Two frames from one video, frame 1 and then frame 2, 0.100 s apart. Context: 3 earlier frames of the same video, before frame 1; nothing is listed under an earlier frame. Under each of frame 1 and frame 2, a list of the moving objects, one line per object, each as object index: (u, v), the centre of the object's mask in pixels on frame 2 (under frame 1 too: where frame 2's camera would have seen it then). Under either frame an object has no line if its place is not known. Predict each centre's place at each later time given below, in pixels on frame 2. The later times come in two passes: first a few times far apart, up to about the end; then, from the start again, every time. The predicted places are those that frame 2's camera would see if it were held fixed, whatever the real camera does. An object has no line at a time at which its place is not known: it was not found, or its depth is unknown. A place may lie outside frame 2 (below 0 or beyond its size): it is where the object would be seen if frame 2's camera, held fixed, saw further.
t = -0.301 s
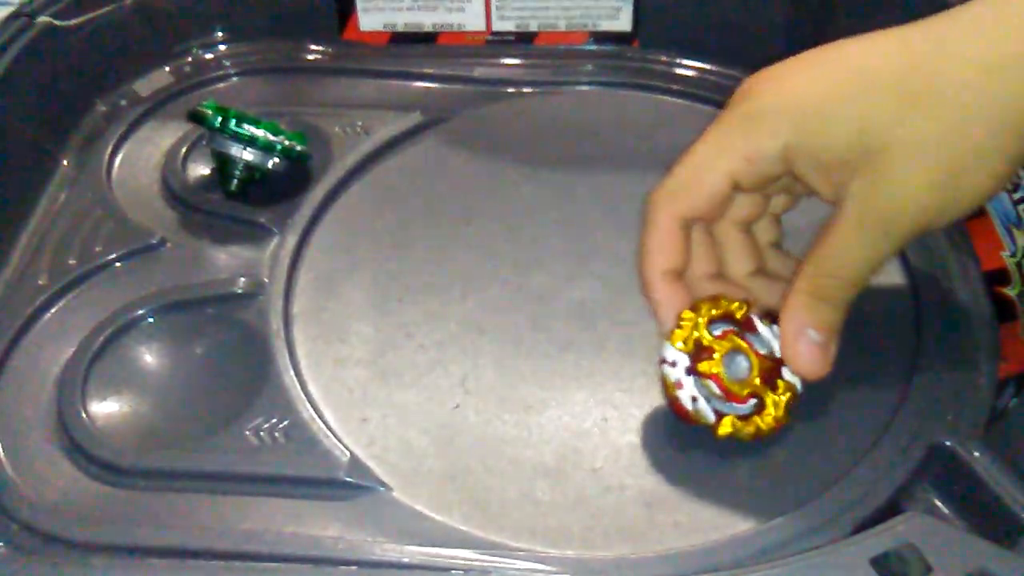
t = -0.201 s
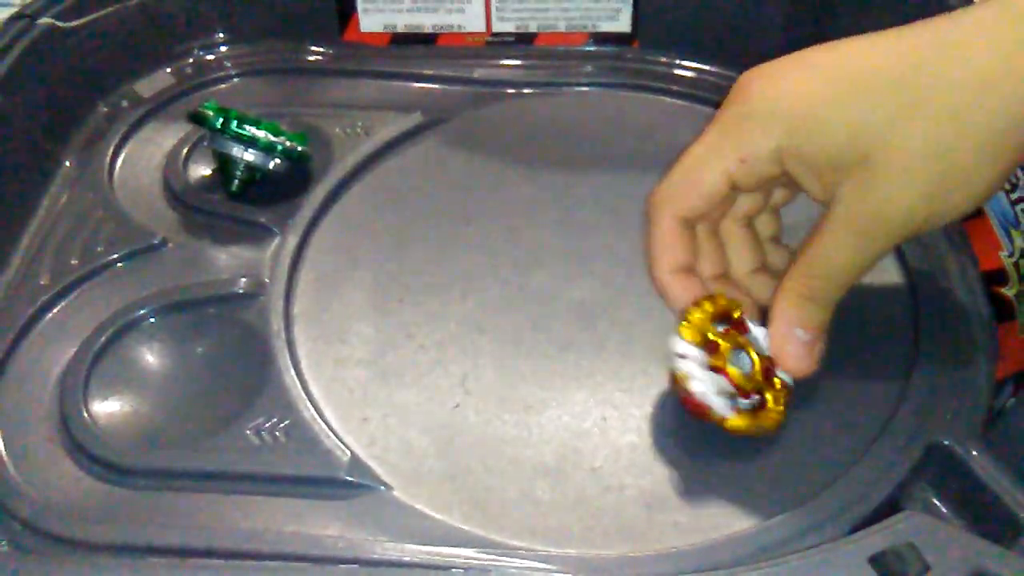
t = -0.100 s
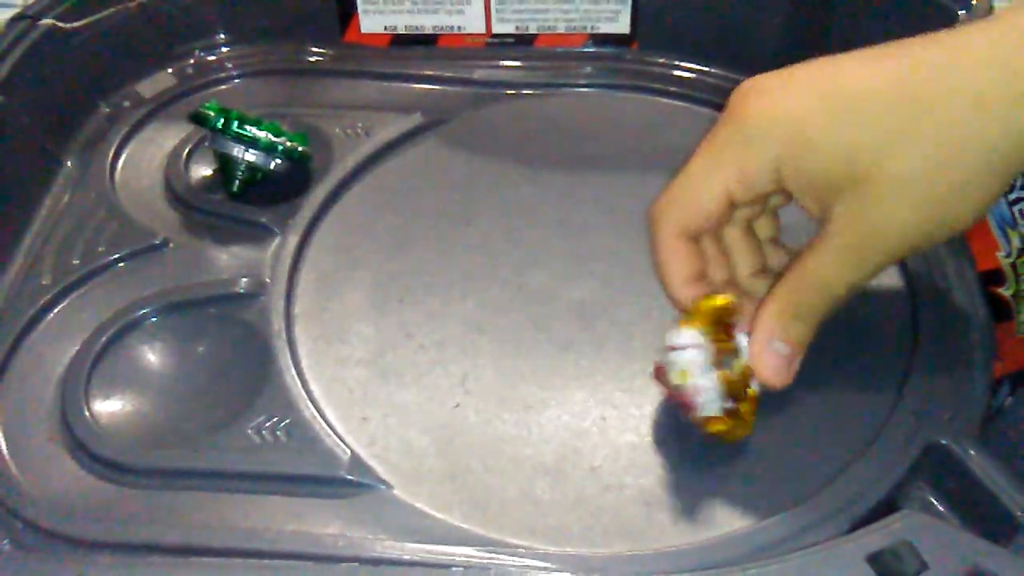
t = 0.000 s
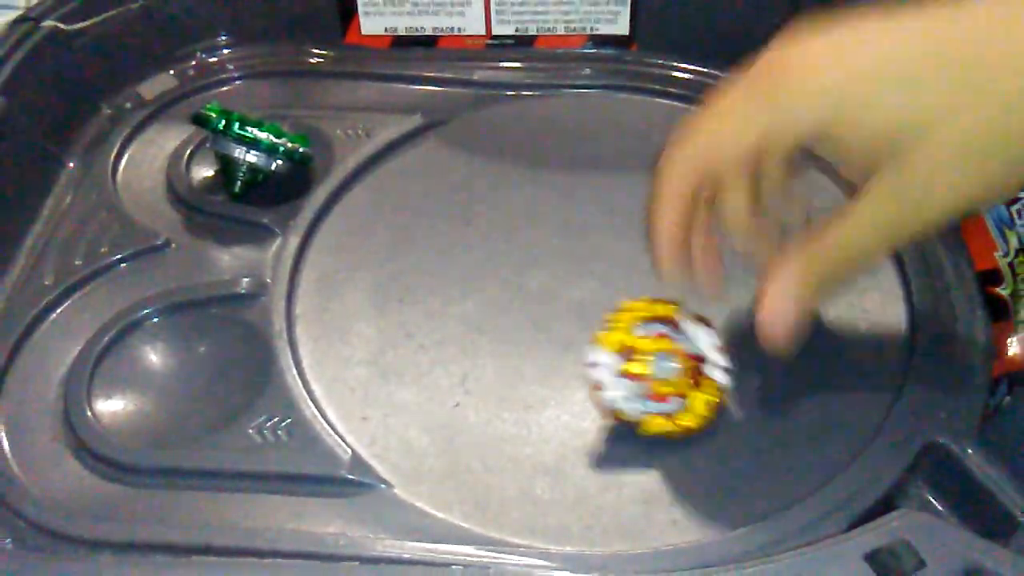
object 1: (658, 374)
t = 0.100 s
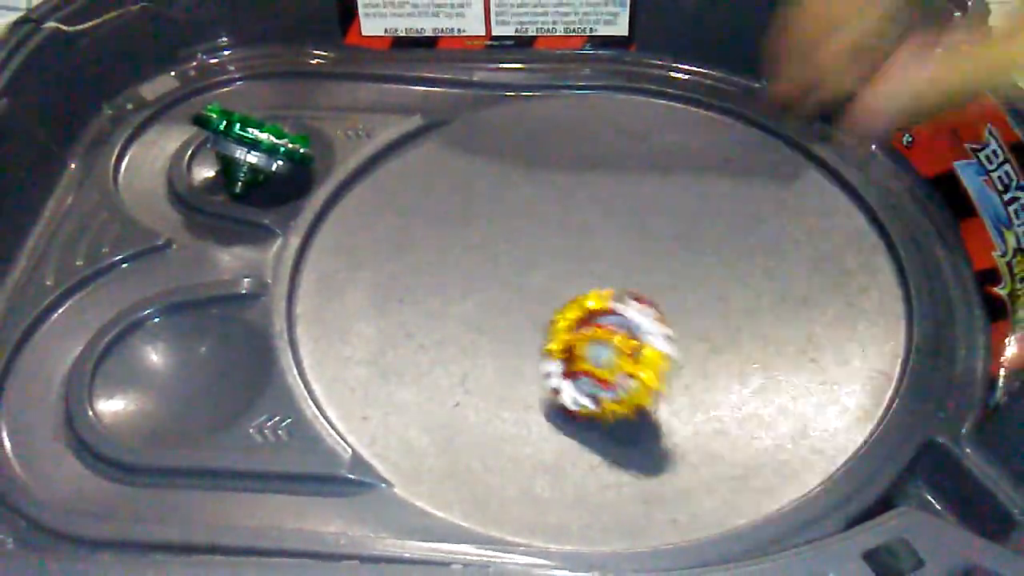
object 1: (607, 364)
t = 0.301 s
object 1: (586, 322)
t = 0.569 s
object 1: (573, 337)
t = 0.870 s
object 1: (571, 348)
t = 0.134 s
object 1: (593, 359)
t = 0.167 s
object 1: (584, 354)
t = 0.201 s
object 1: (582, 344)
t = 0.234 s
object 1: (580, 336)
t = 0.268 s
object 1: (583, 327)
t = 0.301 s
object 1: (586, 322)
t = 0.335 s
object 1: (588, 319)
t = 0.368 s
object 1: (588, 318)
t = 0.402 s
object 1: (587, 320)
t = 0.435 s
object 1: (585, 321)
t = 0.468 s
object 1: (584, 321)
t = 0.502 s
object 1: (579, 331)
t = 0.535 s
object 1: (575, 334)
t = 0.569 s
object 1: (573, 337)
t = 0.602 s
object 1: (572, 339)
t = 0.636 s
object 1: (571, 341)
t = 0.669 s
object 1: (571, 343)
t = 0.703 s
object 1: (570, 344)
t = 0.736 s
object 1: (570, 346)
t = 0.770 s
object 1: (571, 346)
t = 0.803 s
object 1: (571, 347)
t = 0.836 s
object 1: (571, 347)
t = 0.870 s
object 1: (571, 348)
